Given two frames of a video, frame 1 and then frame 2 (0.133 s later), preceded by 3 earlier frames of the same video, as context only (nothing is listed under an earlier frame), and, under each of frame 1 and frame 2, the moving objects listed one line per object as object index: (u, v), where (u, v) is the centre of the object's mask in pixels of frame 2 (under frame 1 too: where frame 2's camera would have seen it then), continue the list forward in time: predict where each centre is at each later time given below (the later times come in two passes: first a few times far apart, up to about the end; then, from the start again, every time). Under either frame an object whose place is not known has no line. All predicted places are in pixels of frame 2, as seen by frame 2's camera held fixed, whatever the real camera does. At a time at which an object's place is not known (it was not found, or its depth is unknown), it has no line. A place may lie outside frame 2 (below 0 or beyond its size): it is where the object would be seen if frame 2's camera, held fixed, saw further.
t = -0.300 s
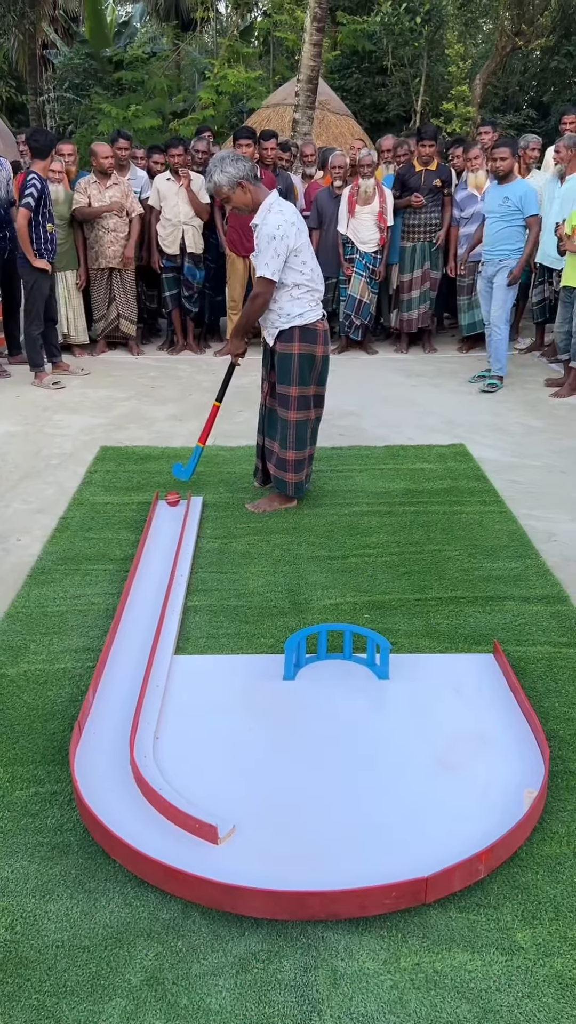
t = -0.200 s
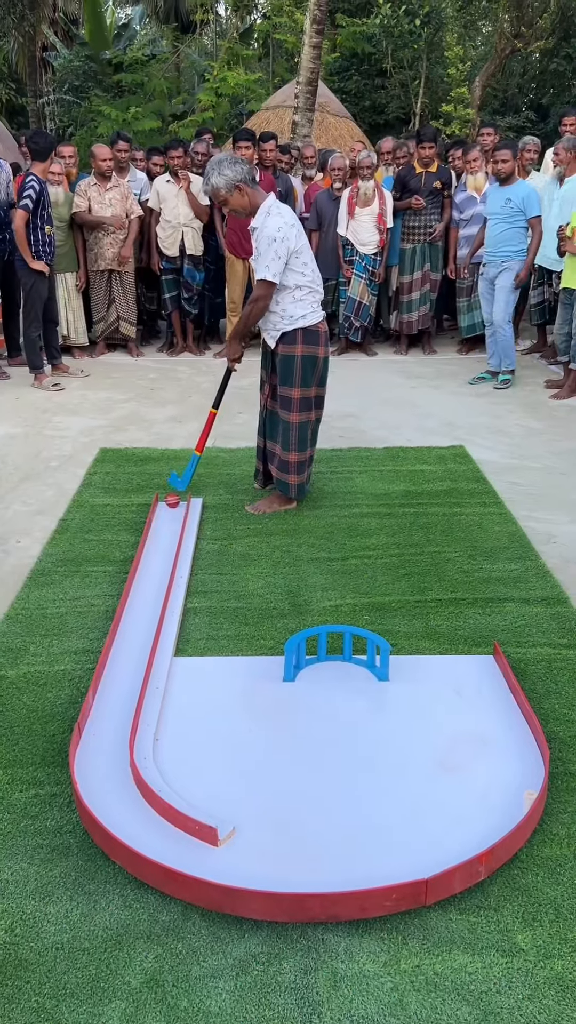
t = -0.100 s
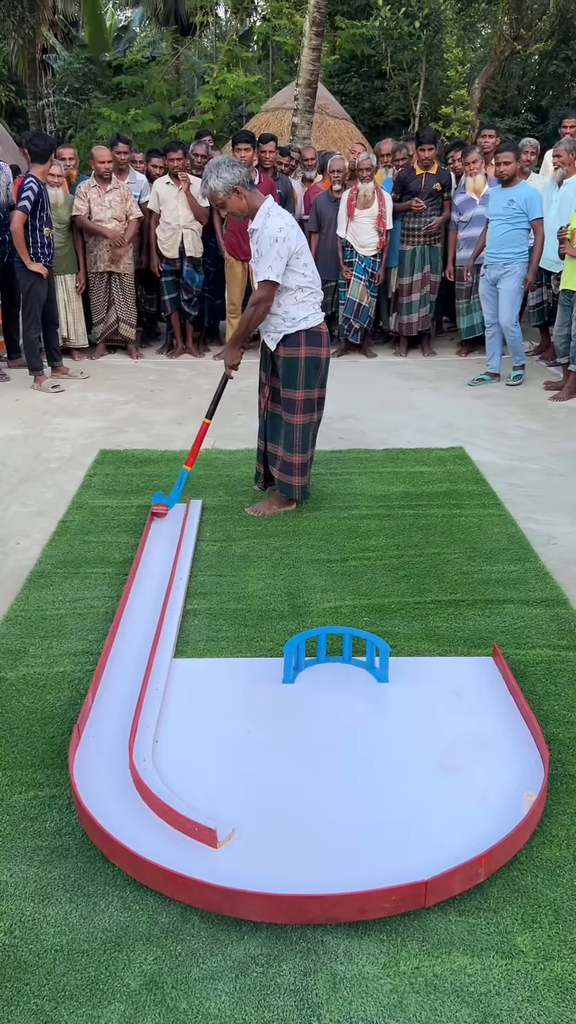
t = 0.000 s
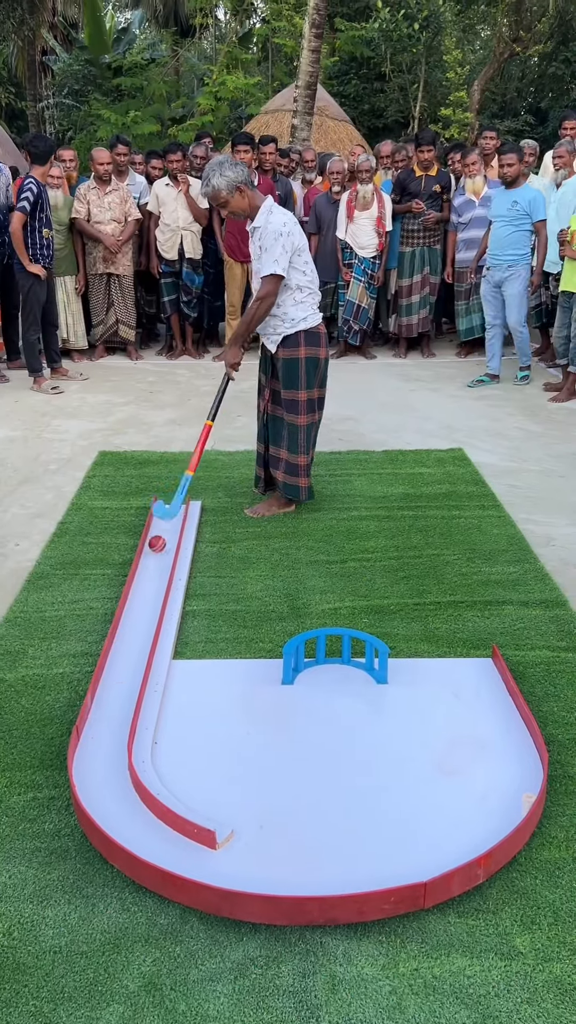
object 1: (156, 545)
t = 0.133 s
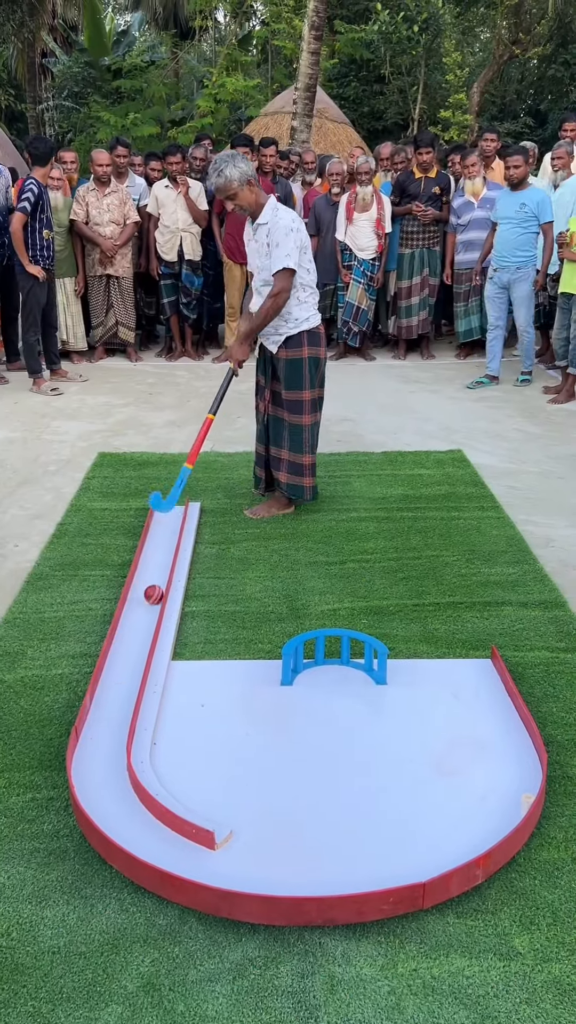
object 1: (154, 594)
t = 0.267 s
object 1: (135, 643)
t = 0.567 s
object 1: (96, 777)
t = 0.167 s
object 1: (151, 606)
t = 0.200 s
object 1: (146, 618)
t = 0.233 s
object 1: (140, 630)
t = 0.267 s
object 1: (135, 643)
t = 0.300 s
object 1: (130, 656)
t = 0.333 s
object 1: (125, 669)
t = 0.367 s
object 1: (121, 682)
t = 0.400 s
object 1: (117, 697)
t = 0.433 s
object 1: (113, 711)
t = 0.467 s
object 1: (109, 726)
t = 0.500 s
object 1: (105, 742)
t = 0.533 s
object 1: (101, 760)
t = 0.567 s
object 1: (96, 777)
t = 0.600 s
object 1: (93, 796)
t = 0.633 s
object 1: (104, 807)
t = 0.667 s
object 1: (118, 819)
